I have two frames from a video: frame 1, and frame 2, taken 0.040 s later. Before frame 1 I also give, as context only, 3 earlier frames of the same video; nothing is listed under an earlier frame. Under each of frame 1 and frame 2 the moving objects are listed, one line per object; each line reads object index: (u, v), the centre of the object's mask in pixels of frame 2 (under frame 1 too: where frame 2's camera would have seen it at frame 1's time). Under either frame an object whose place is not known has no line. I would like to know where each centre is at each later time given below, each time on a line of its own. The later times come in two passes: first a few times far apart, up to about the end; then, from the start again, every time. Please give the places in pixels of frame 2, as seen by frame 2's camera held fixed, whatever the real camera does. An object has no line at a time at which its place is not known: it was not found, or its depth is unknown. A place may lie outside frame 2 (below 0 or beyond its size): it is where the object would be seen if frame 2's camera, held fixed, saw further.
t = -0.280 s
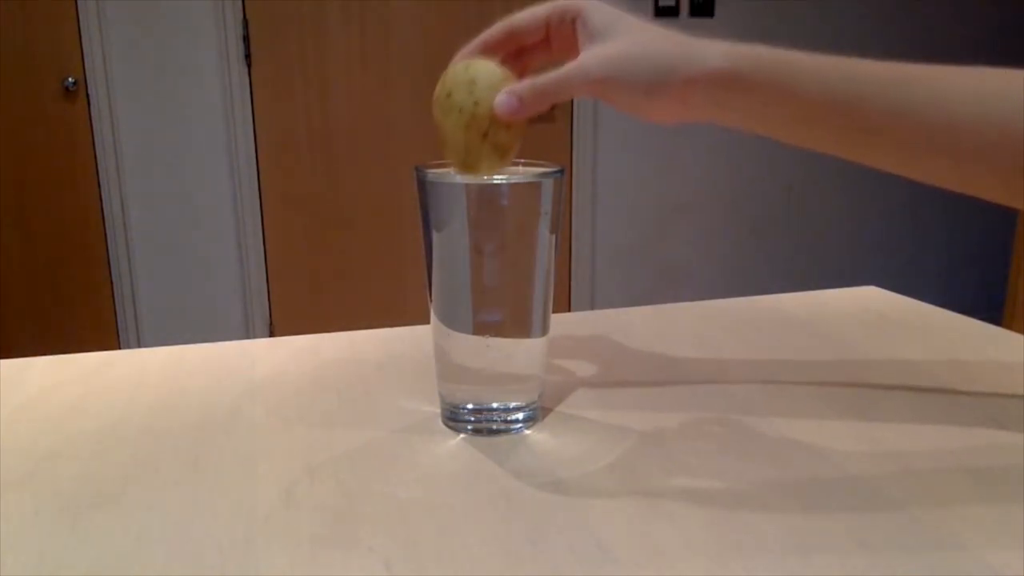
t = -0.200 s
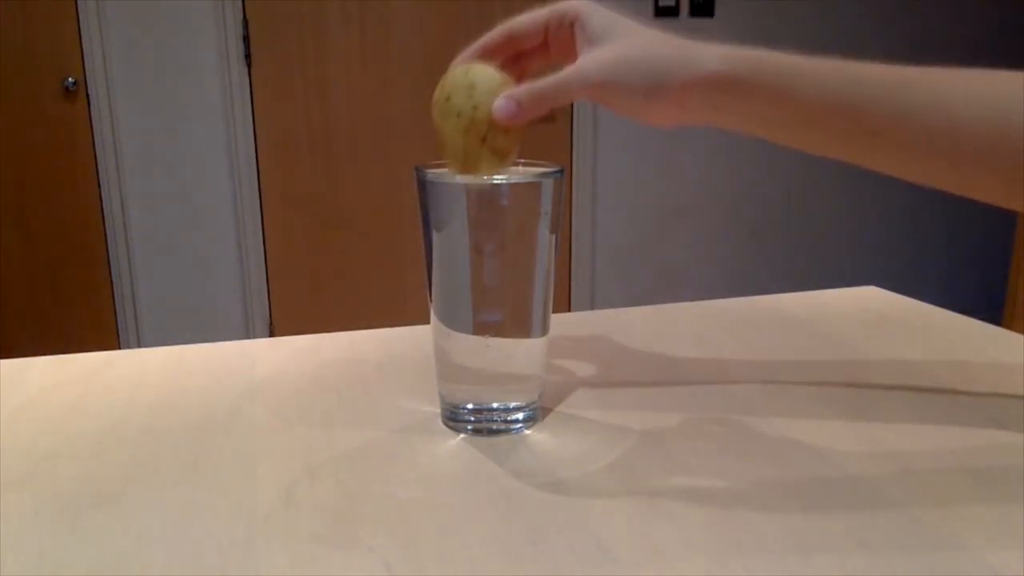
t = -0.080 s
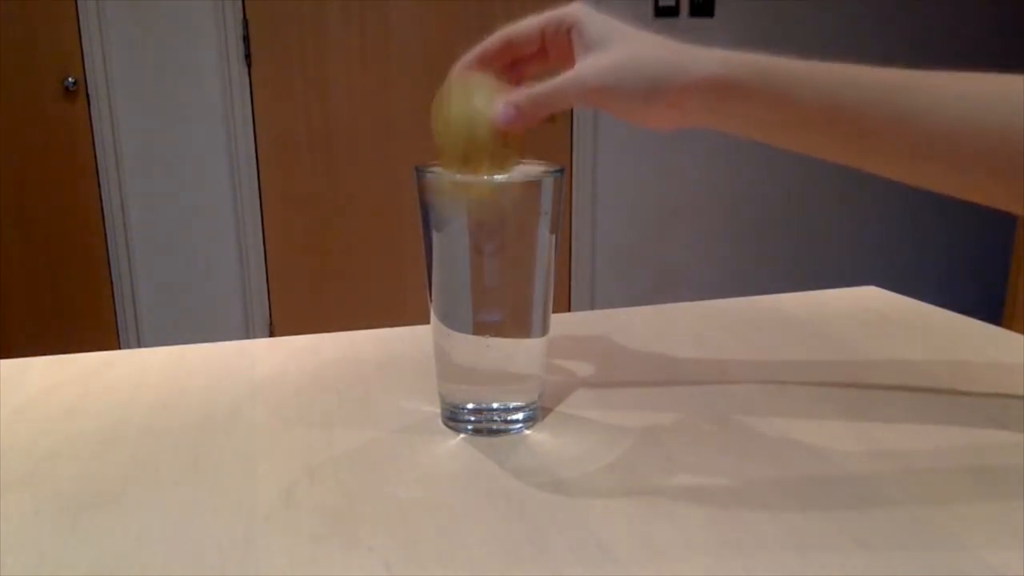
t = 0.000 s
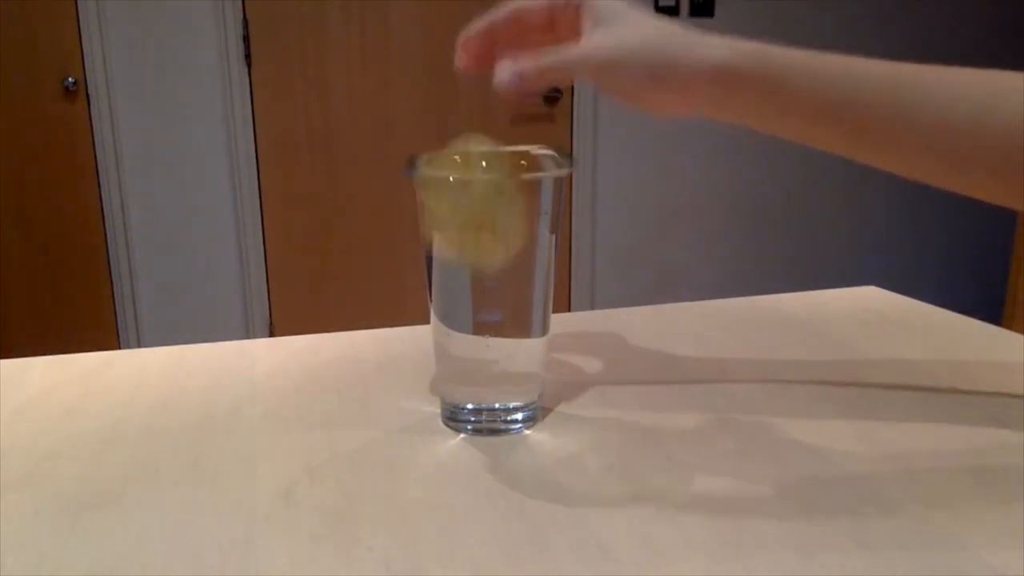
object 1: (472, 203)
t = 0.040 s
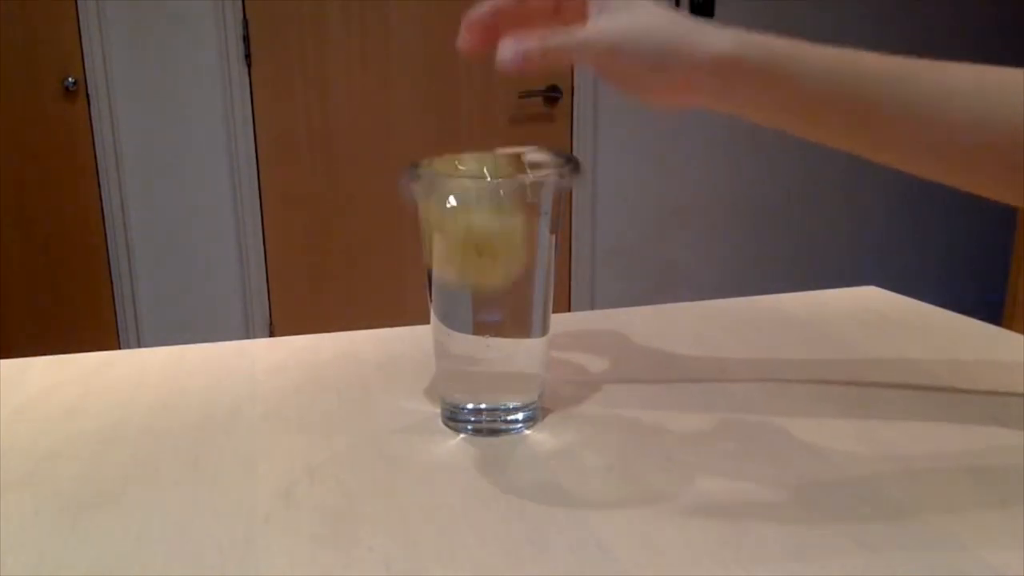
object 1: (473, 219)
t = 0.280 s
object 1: (488, 286)
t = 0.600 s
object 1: (495, 286)
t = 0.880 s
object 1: (495, 294)
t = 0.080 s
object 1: (477, 256)
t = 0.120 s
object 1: (488, 271)
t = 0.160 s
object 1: (495, 281)
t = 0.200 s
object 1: (491, 284)
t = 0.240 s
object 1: (488, 285)
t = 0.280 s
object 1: (488, 286)
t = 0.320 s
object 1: (486, 285)
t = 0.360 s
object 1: (487, 285)
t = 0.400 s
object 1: (487, 285)
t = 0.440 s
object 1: (489, 285)
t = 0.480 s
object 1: (490, 285)
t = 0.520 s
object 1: (493, 286)
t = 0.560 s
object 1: (494, 287)
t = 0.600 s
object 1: (495, 286)
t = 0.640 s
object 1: (496, 287)
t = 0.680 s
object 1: (497, 288)
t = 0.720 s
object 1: (497, 289)
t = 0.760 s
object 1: (496, 290)
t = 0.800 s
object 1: (496, 291)
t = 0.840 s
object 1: (495, 293)
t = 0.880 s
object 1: (495, 294)
